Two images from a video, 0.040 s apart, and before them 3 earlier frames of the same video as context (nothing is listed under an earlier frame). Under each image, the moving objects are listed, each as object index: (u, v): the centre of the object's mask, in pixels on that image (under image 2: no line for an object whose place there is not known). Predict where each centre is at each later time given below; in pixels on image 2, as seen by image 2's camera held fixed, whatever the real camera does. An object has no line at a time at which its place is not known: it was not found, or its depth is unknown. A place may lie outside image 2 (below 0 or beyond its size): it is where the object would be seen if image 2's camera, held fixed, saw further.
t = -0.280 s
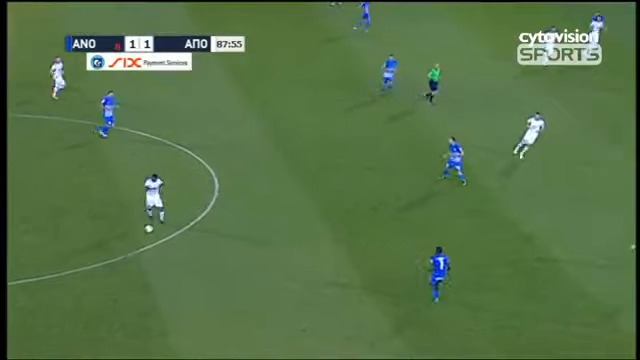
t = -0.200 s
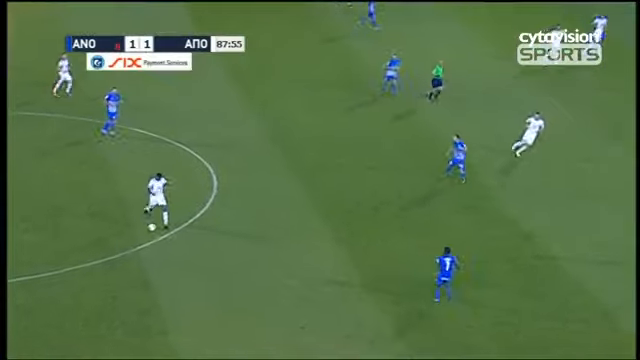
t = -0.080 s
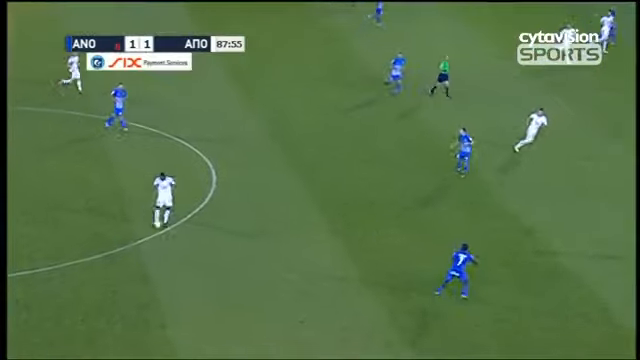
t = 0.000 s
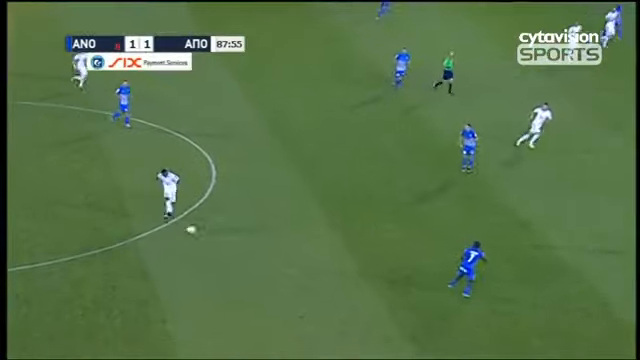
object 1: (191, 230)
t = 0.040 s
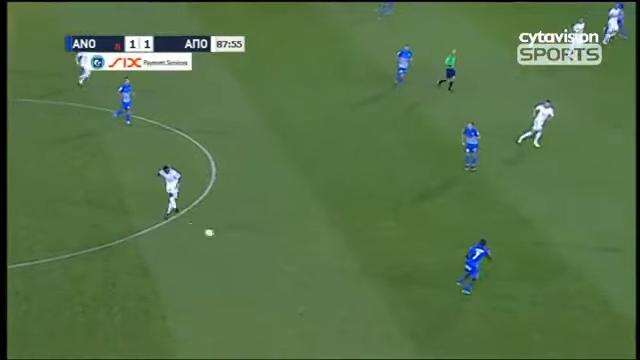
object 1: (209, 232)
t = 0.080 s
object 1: (227, 239)
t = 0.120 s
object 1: (245, 247)
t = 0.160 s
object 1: (266, 255)
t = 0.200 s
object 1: (286, 265)
